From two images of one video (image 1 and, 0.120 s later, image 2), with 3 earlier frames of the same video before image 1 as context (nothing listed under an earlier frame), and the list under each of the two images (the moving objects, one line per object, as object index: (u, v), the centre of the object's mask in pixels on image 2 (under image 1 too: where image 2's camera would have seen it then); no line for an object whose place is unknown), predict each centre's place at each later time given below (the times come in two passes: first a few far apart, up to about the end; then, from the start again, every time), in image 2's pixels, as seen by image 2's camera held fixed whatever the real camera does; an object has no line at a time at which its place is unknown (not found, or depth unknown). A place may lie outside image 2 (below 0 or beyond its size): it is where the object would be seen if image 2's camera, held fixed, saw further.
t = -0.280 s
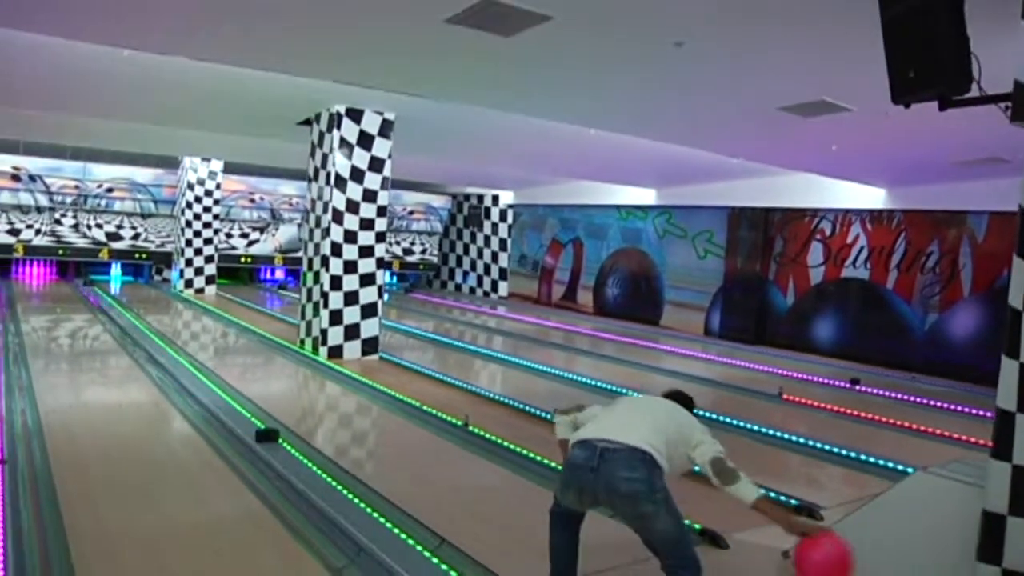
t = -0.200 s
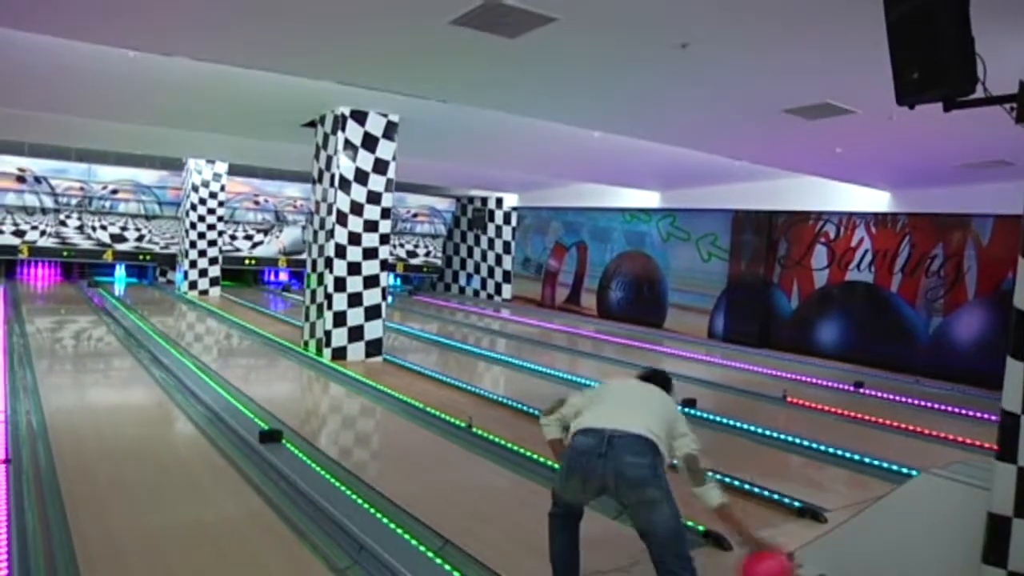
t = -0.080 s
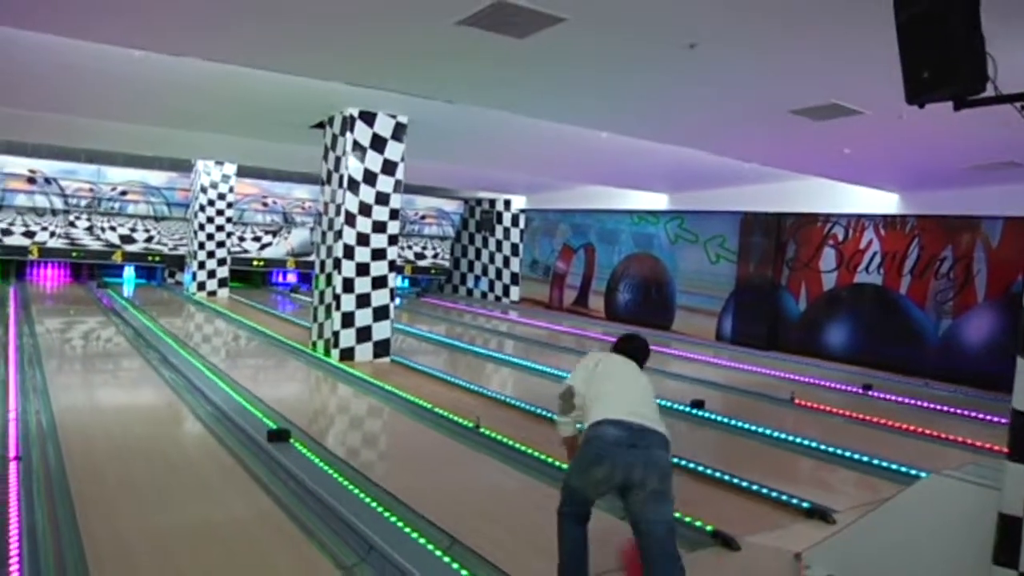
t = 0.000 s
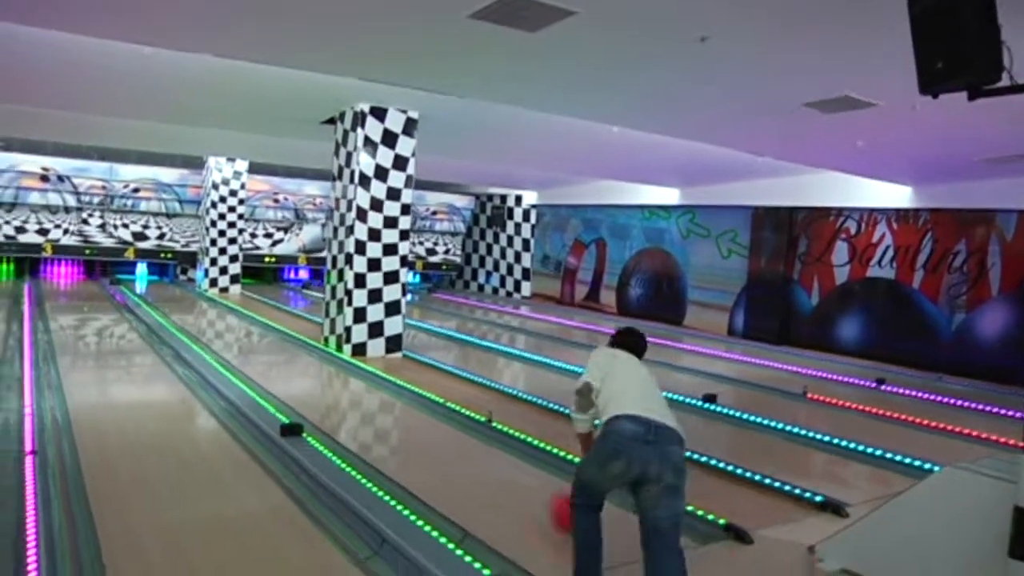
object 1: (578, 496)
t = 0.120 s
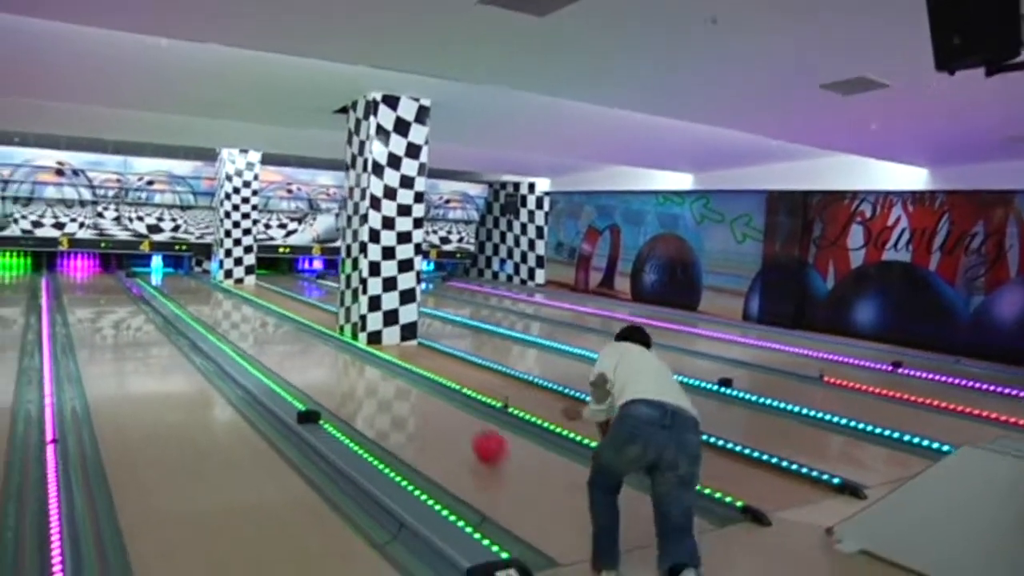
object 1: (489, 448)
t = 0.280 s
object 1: (403, 401)
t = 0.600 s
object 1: (305, 345)
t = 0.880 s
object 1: (257, 317)
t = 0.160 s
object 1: (464, 434)
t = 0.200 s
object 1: (442, 423)
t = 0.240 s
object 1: (422, 412)
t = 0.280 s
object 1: (403, 401)
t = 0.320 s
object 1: (386, 391)
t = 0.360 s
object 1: (371, 383)
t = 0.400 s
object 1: (357, 375)
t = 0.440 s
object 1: (345, 368)
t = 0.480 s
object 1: (334, 362)
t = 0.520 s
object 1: (323, 356)
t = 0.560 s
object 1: (313, 350)
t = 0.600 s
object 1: (305, 345)
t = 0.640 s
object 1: (296, 340)
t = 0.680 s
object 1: (289, 335)
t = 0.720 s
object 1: (281, 331)
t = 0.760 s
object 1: (275, 327)
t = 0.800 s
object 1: (268, 323)
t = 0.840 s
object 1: (262, 320)
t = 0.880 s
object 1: (257, 317)
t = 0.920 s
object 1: (252, 314)
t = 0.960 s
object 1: (245, 311)
